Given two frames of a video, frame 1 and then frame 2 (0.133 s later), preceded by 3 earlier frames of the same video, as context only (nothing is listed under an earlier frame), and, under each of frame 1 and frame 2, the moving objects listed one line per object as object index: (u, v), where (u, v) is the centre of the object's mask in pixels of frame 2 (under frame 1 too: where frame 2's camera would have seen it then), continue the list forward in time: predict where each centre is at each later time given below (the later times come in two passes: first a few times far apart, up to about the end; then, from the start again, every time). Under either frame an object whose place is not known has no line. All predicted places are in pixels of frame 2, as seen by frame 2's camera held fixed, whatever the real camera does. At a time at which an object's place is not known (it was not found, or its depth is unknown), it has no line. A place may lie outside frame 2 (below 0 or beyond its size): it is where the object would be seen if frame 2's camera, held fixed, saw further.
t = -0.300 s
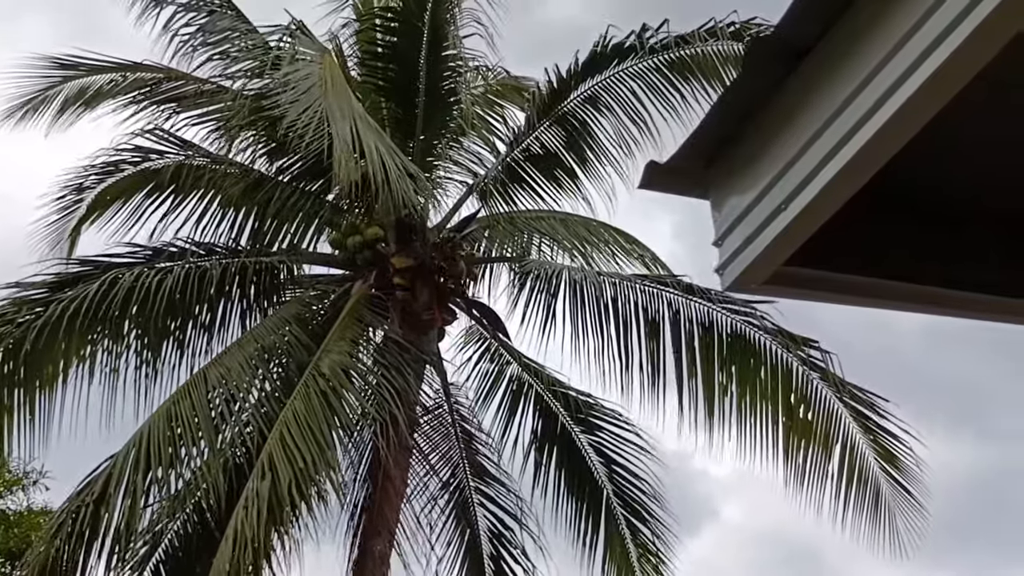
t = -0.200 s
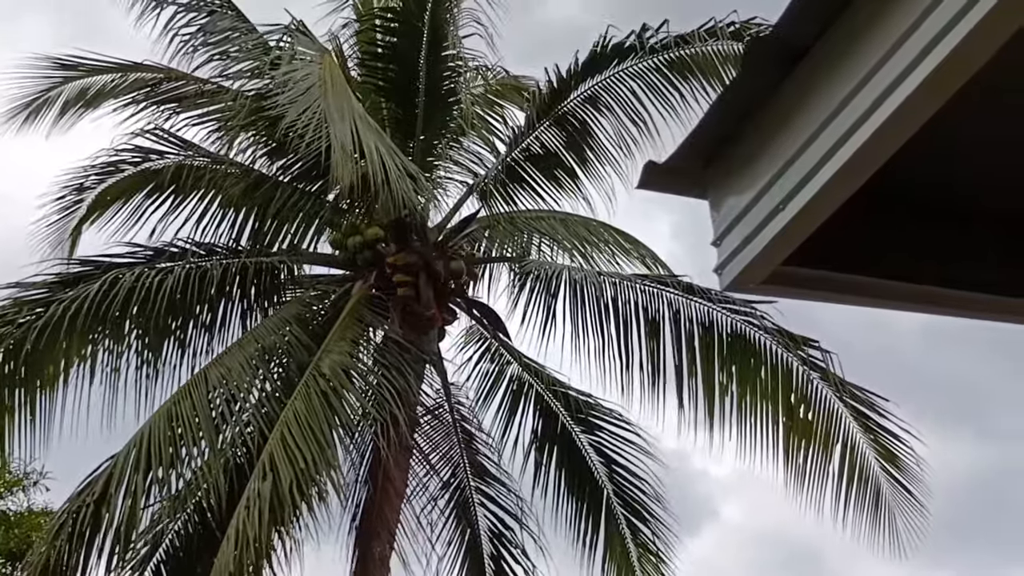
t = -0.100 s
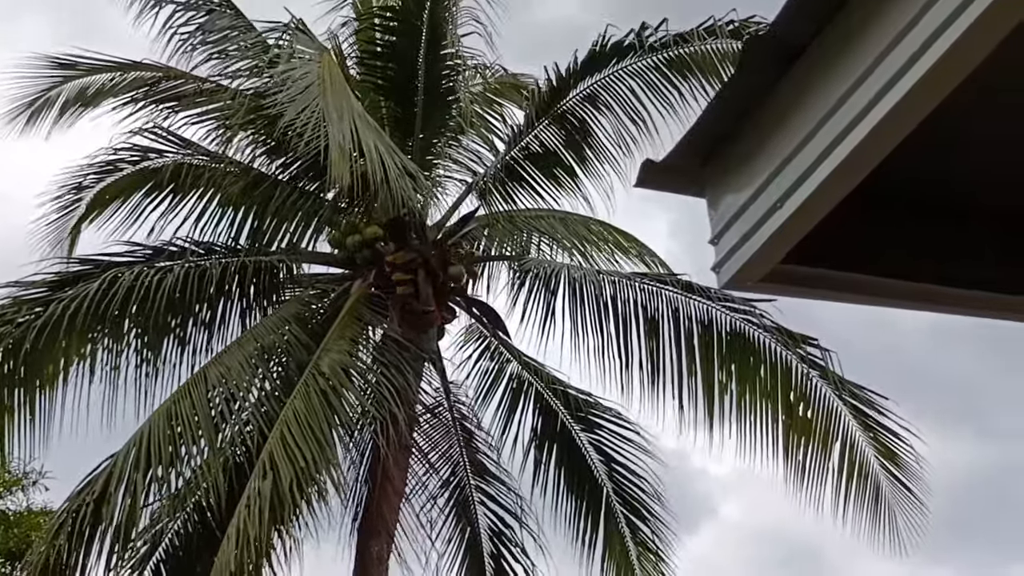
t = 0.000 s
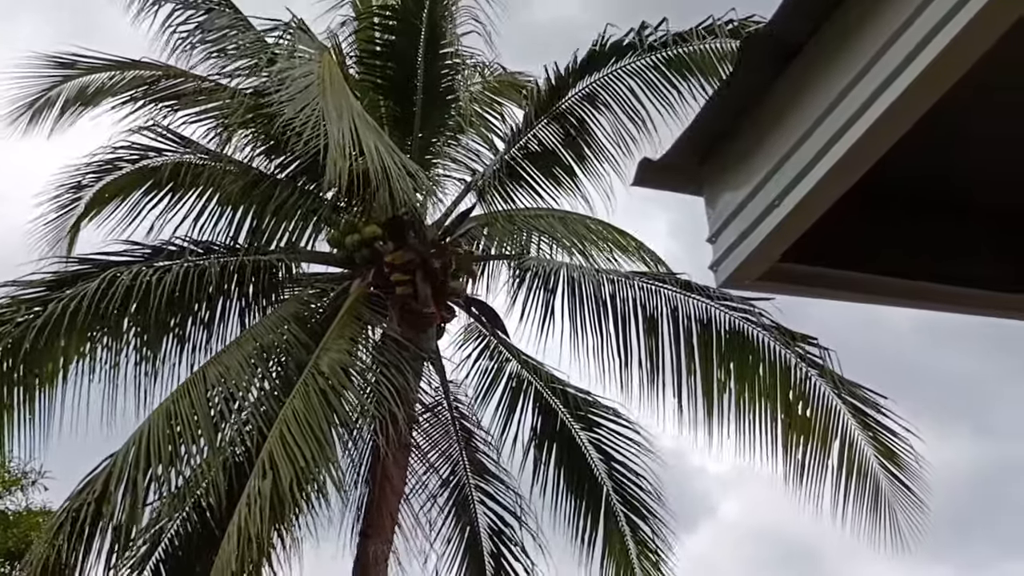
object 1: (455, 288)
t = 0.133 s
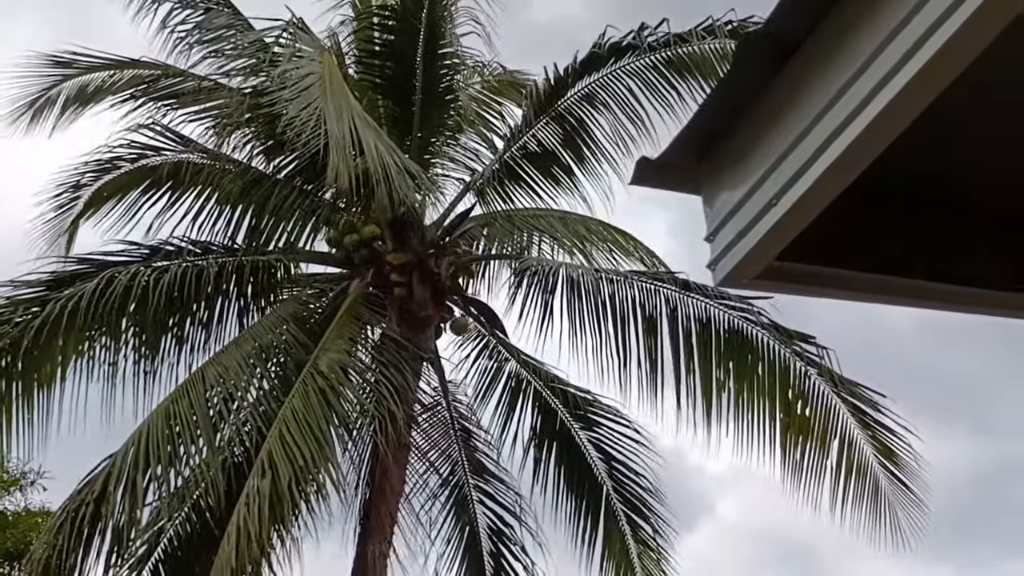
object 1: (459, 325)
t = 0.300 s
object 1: (464, 398)
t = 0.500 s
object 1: (469, 539)
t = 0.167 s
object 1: (459, 337)
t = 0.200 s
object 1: (461, 349)
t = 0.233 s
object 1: (462, 365)
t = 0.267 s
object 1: (462, 381)
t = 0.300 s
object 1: (464, 398)
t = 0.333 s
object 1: (464, 416)
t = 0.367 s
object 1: (467, 437)
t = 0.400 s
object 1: (469, 460)
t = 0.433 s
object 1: (467, 484)
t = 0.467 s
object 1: (467, 510)
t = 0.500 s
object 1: (469, 539)
